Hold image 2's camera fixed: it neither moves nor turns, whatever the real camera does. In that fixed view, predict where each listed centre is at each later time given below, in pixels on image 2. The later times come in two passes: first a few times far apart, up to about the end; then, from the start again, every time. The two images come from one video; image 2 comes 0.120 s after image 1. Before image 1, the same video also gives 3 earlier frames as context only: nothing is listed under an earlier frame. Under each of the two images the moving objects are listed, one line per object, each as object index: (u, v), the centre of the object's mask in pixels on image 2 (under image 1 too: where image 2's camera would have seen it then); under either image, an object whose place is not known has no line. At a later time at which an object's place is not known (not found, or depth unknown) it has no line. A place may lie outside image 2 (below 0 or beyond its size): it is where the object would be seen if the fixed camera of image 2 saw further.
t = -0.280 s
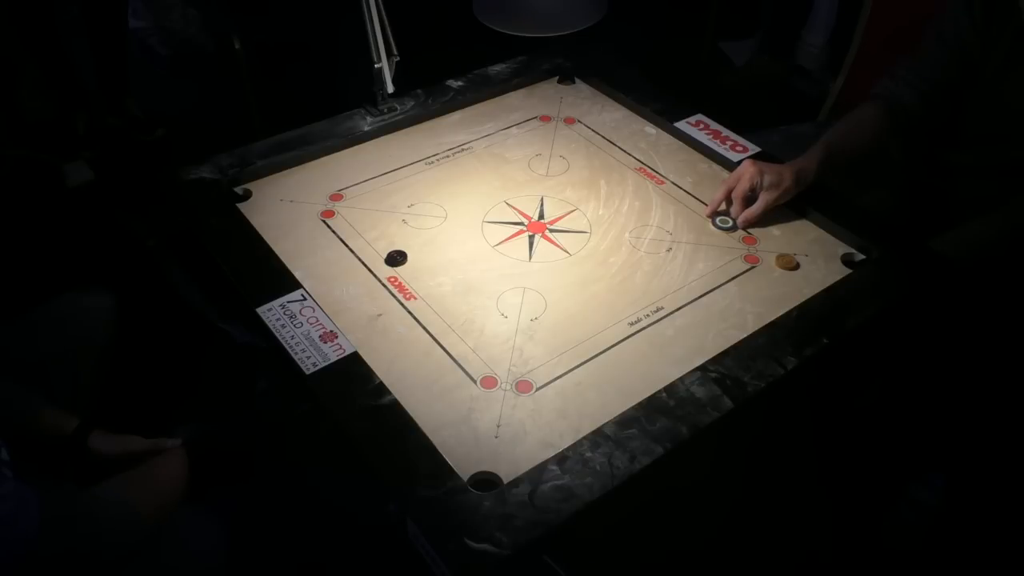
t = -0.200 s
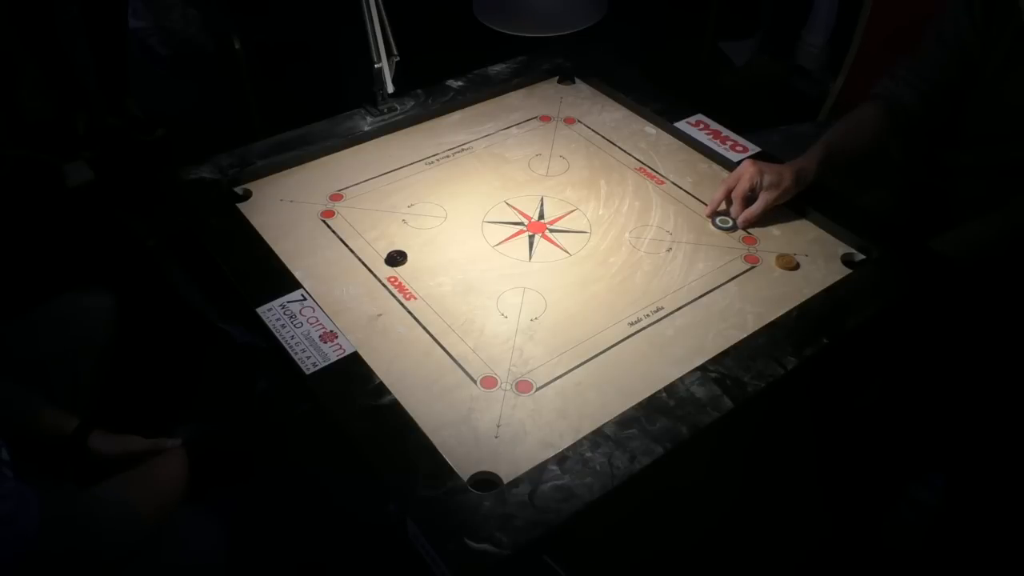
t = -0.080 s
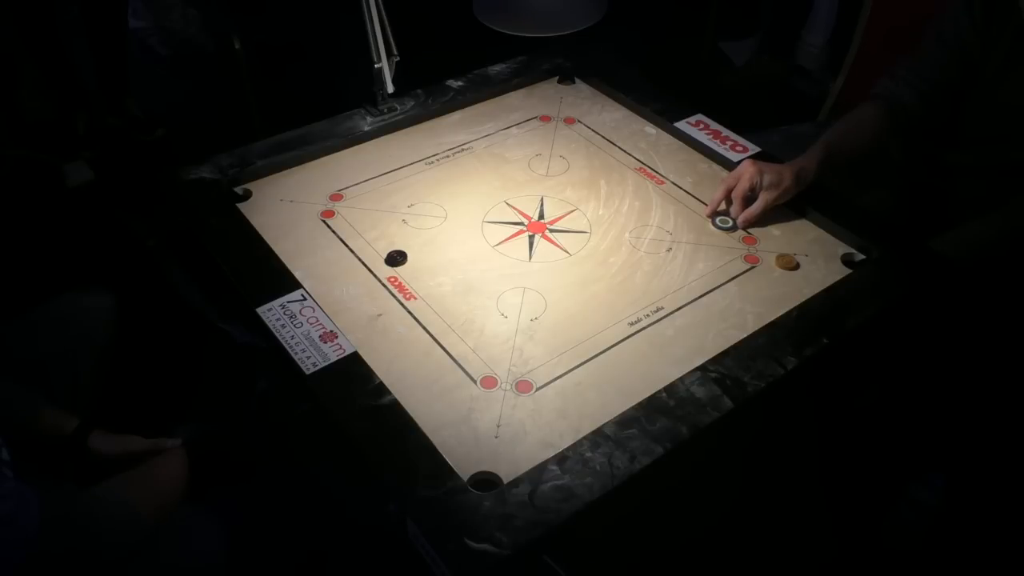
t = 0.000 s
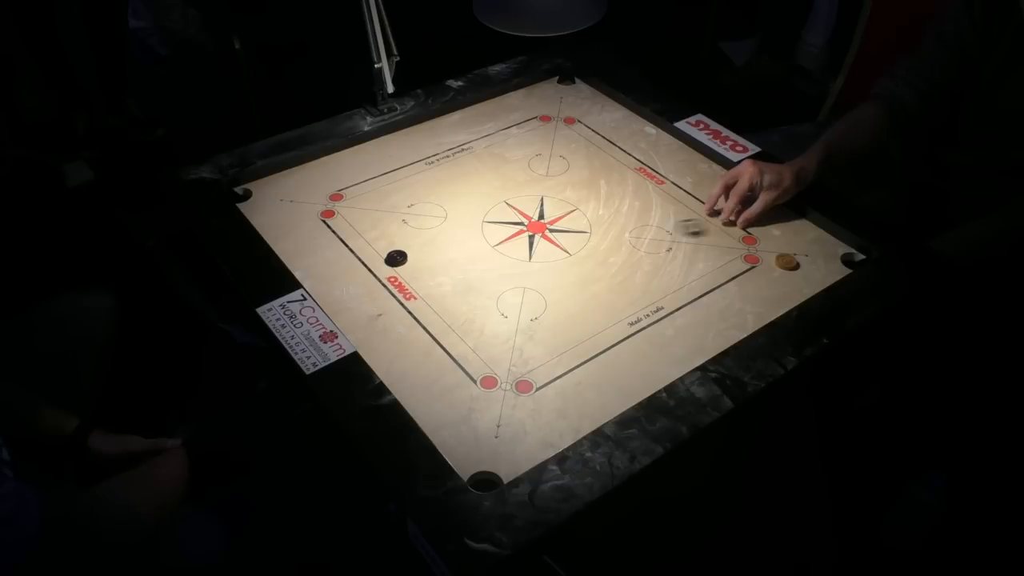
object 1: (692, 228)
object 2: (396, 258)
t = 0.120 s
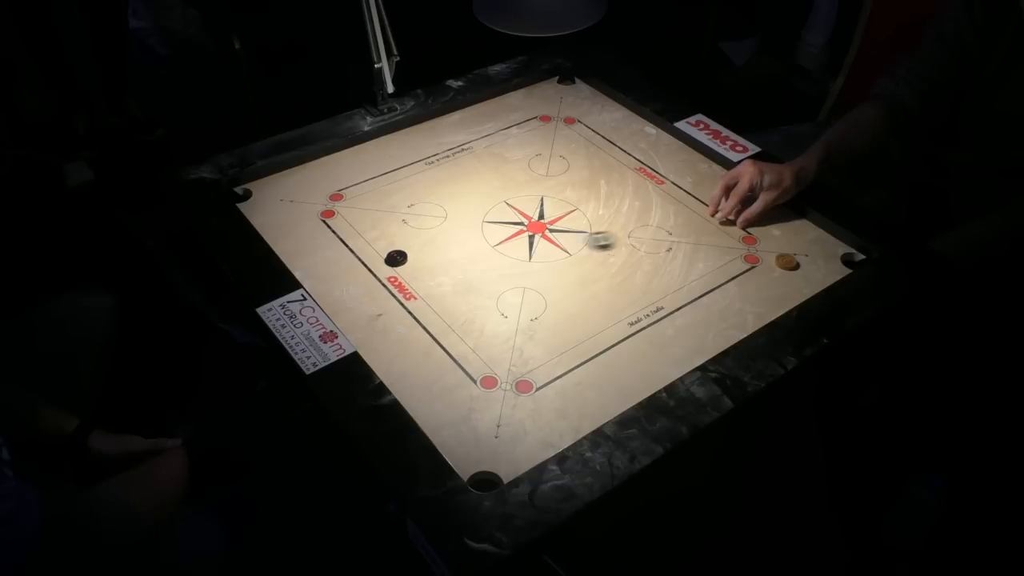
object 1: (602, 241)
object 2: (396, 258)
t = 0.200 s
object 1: (545, 250)
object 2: (396, 258)
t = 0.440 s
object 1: (400, 272)
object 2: (382, 253)
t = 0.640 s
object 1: (330, 295)
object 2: (318, 229)
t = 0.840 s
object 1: (338, 290)
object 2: (276, 213)
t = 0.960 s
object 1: (338, 290)
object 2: (259, 207)
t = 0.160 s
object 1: (573, 245)
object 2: (396, 258)
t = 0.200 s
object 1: (545, 250)
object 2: (396, 258)
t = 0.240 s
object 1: (516, 253)
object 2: (396, 258)
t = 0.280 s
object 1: (492, 256)
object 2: (396, 258)
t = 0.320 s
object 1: (466, 260)
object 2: (396, 258)
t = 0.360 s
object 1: (441, 263)
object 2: (396, 258)
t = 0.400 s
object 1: (418, 267)
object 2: (396, 258)
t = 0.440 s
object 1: (400, 272)
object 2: (382, 253)
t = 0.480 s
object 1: (384, 277)
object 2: (368, 247)
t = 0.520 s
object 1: (368, 282)
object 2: (354, 242)
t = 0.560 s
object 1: (354, 287)
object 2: (341, 237)
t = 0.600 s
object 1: (341, 291)
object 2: (329, 233)
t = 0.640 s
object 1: (330, 295)
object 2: (318, 229)
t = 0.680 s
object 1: (326, 296)
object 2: (308, 225)
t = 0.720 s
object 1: (329, 294)
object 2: (299, 222)
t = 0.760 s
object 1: (333, 292)
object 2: (290, 219)
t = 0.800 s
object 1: (336, 291)
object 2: (282, 216)
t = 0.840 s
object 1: (338, 290)
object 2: (276, 213)
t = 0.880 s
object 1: (338, 290)
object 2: (269, 211)
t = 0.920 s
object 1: (338, 289)
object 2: (264, 209)
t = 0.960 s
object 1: (338, 290)
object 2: (259, 207)
